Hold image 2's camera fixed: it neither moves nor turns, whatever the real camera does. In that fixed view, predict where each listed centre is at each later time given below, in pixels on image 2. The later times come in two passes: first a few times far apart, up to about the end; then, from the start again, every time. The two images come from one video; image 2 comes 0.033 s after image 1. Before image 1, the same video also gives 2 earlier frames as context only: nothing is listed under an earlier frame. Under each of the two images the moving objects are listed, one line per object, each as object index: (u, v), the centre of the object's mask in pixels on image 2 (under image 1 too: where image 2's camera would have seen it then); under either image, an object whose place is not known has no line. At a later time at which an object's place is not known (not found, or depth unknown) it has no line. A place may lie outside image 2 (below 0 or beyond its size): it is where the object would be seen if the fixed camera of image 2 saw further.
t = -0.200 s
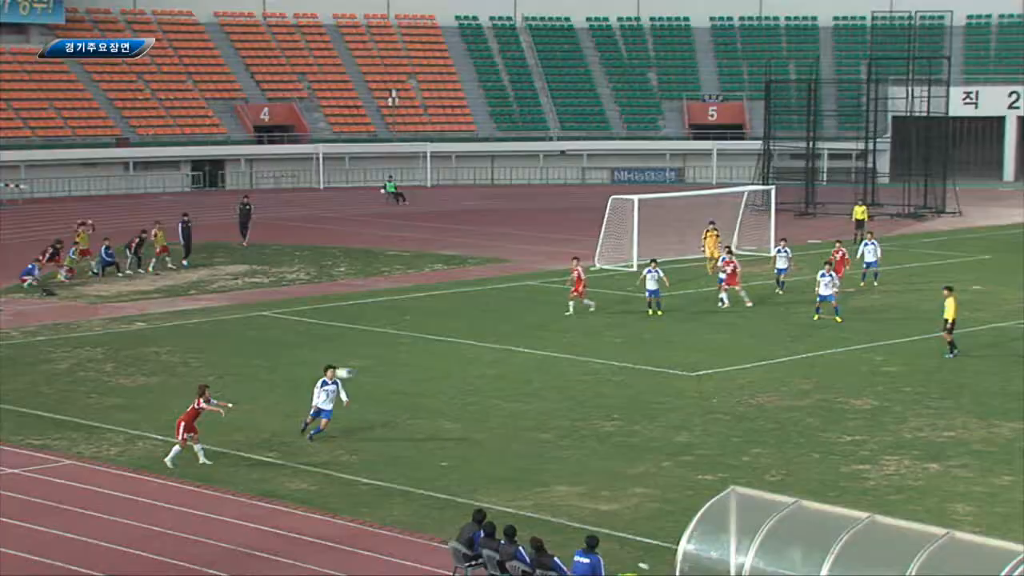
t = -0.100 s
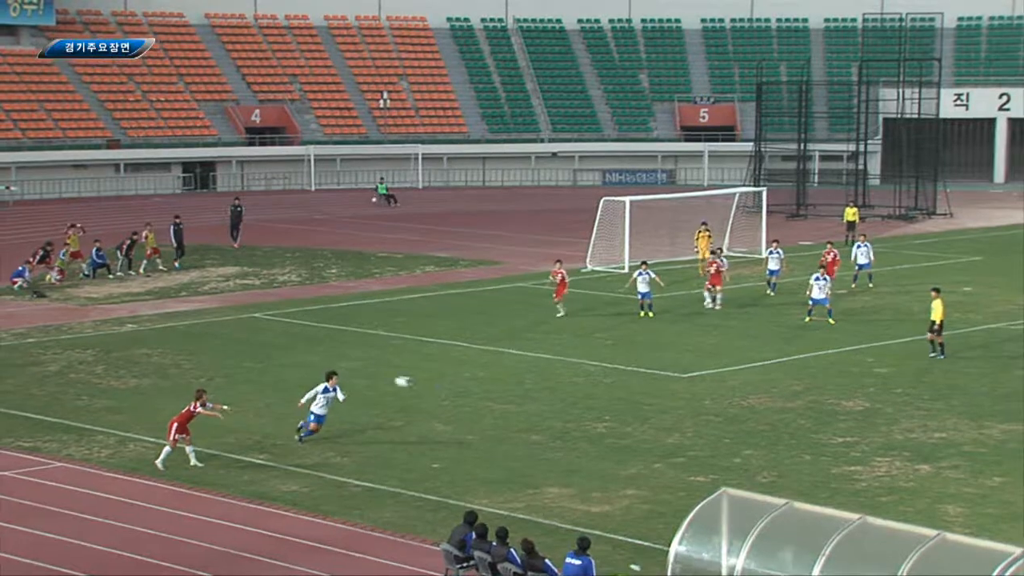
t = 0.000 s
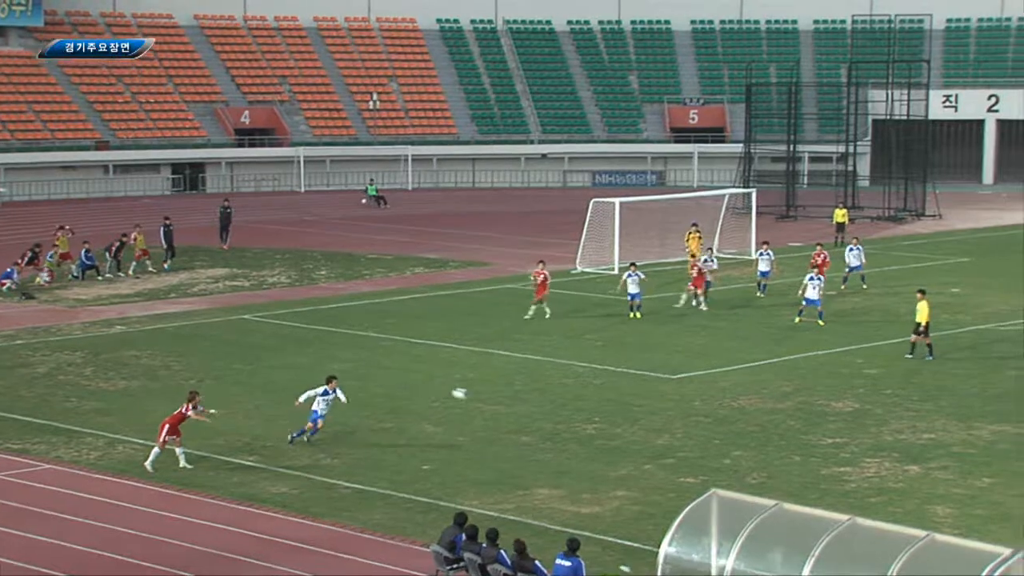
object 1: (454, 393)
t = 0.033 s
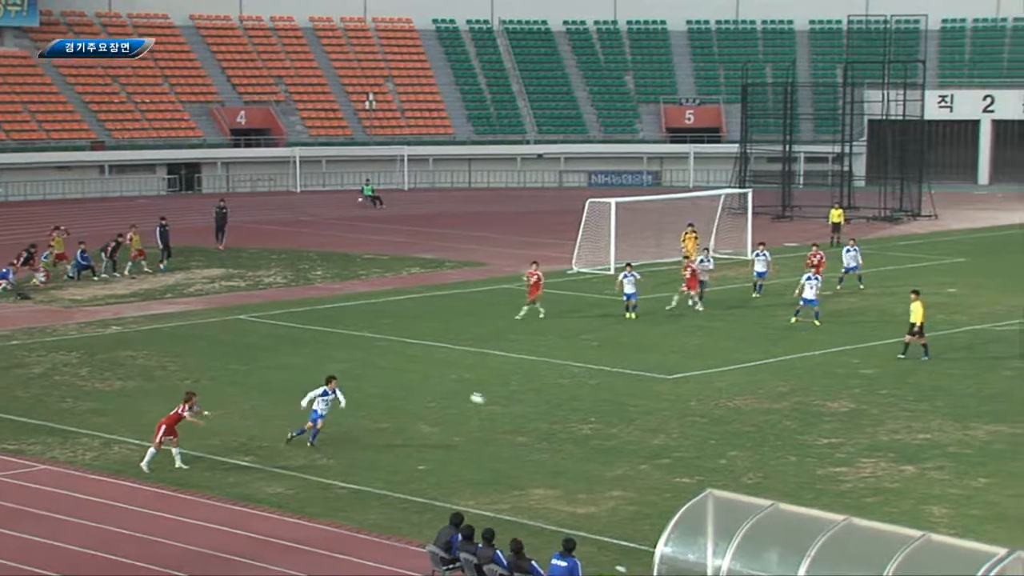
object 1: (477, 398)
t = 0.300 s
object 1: (654, 449)
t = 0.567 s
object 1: (780, 449)
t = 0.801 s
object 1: (862, 439)
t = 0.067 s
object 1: (500, 403)
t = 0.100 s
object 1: (522, 408)
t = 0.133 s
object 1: (543, 414)
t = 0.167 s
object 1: (565, 420)
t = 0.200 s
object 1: (588, 426)
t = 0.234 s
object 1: (609, 434)
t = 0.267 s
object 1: (632, 442)
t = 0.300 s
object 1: (654, 449)
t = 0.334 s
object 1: (677, 458)
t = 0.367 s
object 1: (699, 468)
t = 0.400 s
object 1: (720, 473)
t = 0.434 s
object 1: (733, 468)
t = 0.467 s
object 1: (744, 462)
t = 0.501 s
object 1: (756, 457)
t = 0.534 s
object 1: (767, 452)
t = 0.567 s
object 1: (780, 449)
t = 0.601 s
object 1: (792, 445)
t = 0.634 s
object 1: (803, 443)
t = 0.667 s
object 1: (816, 441)
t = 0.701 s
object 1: (827, 440)
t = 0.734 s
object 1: (839, 439)
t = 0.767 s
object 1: (851, 439)
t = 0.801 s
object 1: (862, 439)
